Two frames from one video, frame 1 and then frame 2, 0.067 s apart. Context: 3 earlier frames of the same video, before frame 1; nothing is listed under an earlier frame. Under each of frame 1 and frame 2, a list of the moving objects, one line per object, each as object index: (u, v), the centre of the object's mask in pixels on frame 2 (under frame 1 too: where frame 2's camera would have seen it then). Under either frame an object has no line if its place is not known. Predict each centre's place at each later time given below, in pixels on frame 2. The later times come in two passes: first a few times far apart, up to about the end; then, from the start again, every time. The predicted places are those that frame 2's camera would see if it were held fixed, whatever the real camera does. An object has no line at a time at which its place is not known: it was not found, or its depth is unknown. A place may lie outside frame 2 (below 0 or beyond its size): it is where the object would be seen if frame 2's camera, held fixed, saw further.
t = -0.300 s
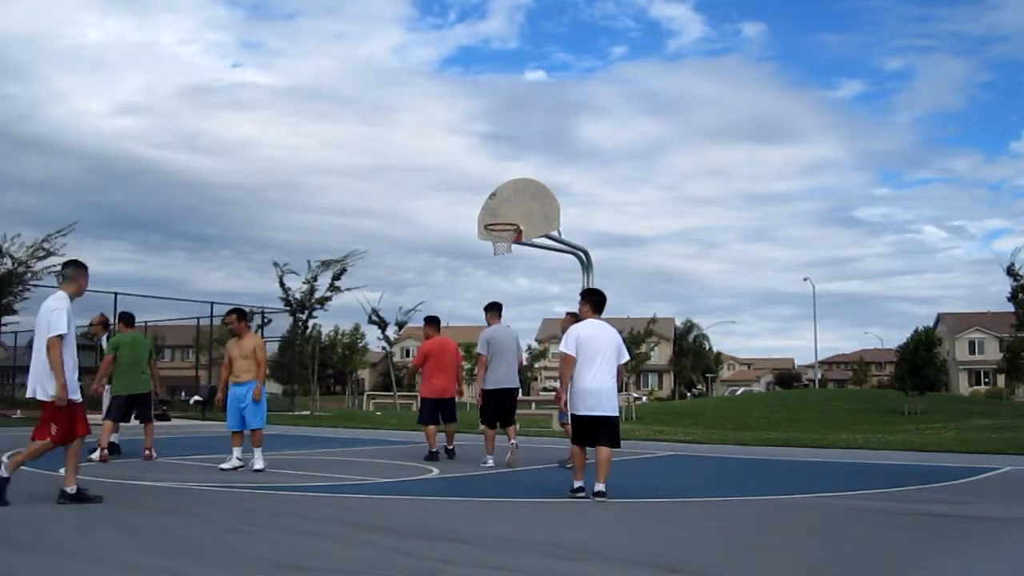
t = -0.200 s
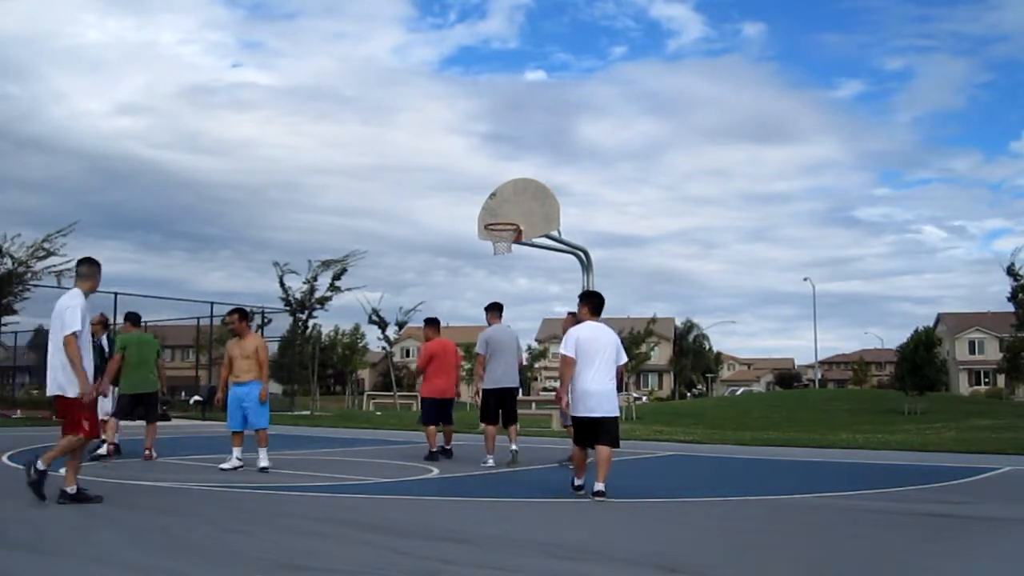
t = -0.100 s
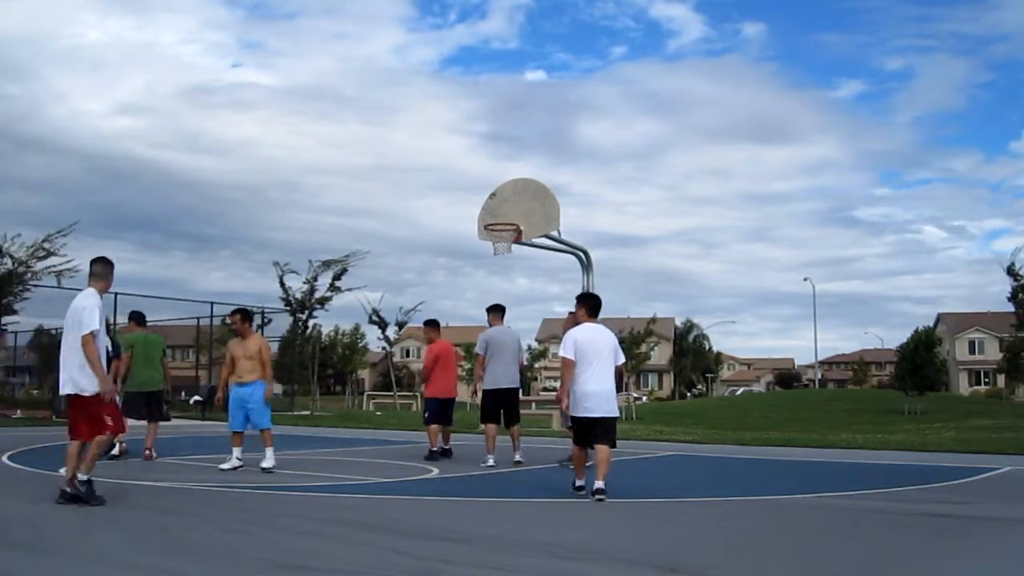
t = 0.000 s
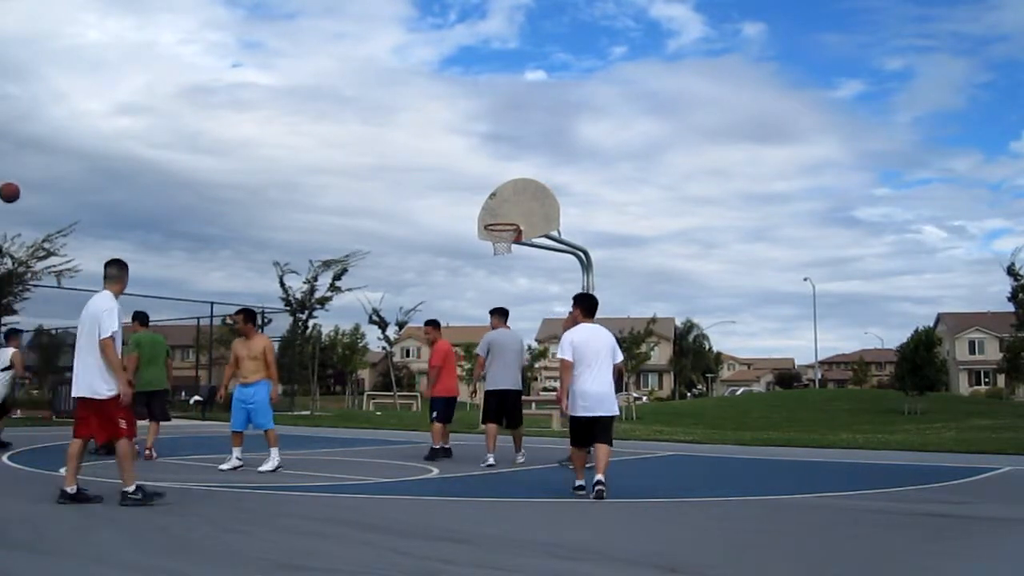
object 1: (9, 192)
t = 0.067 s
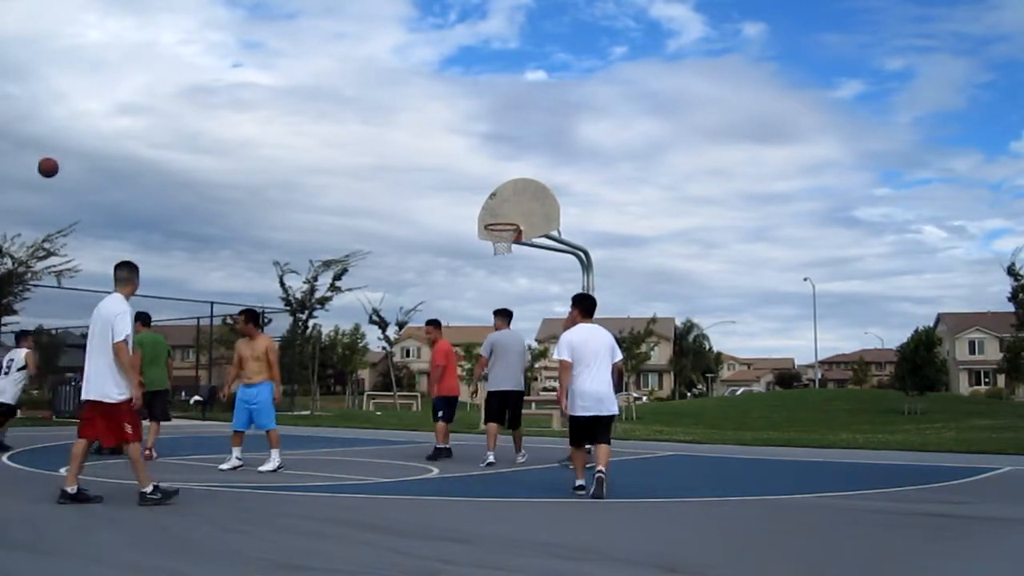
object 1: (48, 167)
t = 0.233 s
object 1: (139, 122)
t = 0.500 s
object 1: (272, 102)
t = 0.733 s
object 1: (377, 128)
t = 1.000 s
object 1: (487, 202)
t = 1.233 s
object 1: (504, 246)
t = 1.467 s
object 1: (508, 242)
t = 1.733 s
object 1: (496, 263)
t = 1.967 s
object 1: (486, 314)
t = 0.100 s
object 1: (66, 156)
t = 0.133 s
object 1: (85, 146)
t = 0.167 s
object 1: (103, 138)
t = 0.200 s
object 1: (121, 129)
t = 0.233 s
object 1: (139, 122)
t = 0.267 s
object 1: (157, 116)
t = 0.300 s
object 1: (174, 112)
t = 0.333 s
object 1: (191, 108)
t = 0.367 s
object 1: (208, 105)
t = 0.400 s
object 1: (224, 103)
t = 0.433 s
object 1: (241, 101)
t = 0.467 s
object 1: (256, 101)
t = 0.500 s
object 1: (272, 102)
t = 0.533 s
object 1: (288, 103)
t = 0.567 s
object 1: (303, 105)
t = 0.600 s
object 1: (318, 108)
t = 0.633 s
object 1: (333, 112)
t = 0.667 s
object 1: (348, 115)
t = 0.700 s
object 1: (362, 122)
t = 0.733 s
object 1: (377, 128)
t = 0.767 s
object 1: (391, 134)
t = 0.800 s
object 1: (406, 142)
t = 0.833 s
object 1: (419, 150)
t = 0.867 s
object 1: (433, 159)
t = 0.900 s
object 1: (447, 169)
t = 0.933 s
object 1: (460, 179)
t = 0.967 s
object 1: (473, 190)
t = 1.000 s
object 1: (487, 202)
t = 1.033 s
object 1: (500, 213)
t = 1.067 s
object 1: (510, 225)
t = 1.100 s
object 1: (497, 229)
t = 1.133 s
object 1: (495, 235)
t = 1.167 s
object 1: (497, 240)
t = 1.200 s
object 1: (502, 246)
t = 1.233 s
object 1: (504, 246)
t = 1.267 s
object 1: (507, 242)
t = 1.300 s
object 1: (507, 241)
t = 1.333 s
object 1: (508, 239)
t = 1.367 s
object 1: (508, 239)
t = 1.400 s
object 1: (509, 239)
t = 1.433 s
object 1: (509, 240)
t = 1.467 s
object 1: (508, 242)
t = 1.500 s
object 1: (507, 244)
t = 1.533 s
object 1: (506, 246)
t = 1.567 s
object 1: (504, 248)
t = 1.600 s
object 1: (502, 250)
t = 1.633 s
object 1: (500, 252)
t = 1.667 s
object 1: (499, 255)
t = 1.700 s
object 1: (497, 259)
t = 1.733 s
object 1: (496, 263)
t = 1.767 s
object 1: (494, 268)
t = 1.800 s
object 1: (493, 274)
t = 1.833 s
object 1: (492, 280)
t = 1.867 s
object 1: (491, 288)
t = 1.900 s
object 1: (489, 296)
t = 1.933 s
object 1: (488, 305)
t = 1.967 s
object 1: (486, 314)
